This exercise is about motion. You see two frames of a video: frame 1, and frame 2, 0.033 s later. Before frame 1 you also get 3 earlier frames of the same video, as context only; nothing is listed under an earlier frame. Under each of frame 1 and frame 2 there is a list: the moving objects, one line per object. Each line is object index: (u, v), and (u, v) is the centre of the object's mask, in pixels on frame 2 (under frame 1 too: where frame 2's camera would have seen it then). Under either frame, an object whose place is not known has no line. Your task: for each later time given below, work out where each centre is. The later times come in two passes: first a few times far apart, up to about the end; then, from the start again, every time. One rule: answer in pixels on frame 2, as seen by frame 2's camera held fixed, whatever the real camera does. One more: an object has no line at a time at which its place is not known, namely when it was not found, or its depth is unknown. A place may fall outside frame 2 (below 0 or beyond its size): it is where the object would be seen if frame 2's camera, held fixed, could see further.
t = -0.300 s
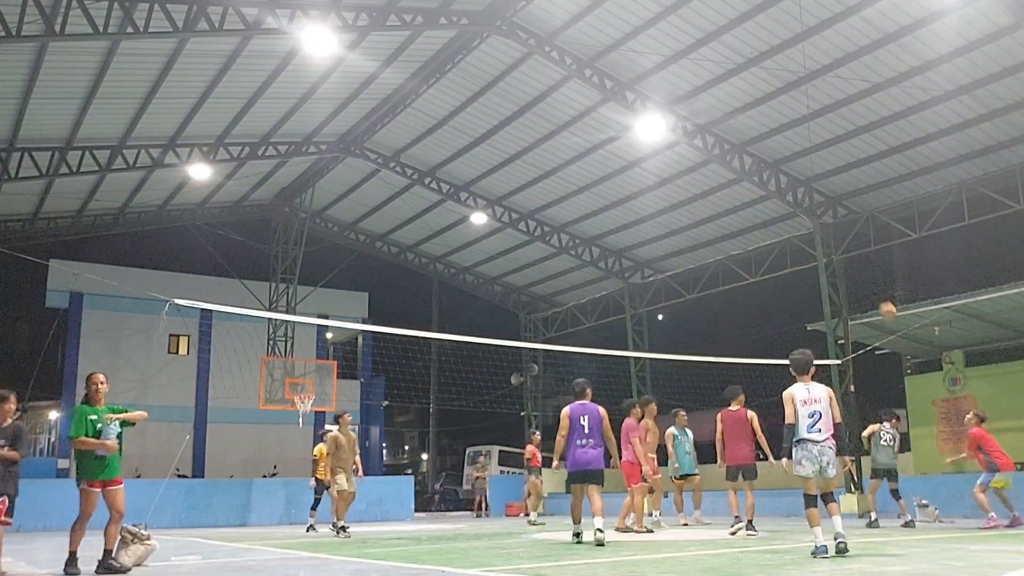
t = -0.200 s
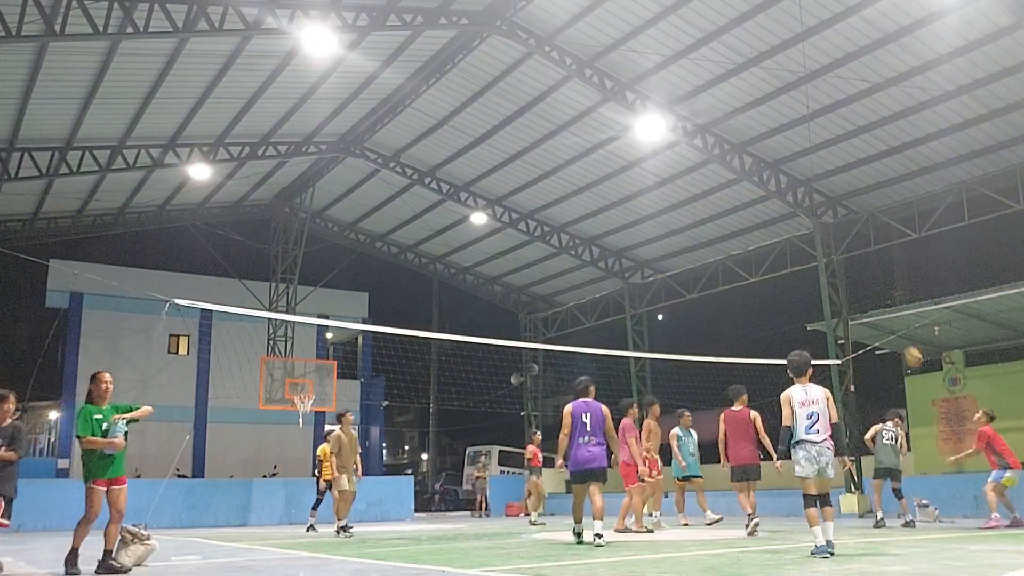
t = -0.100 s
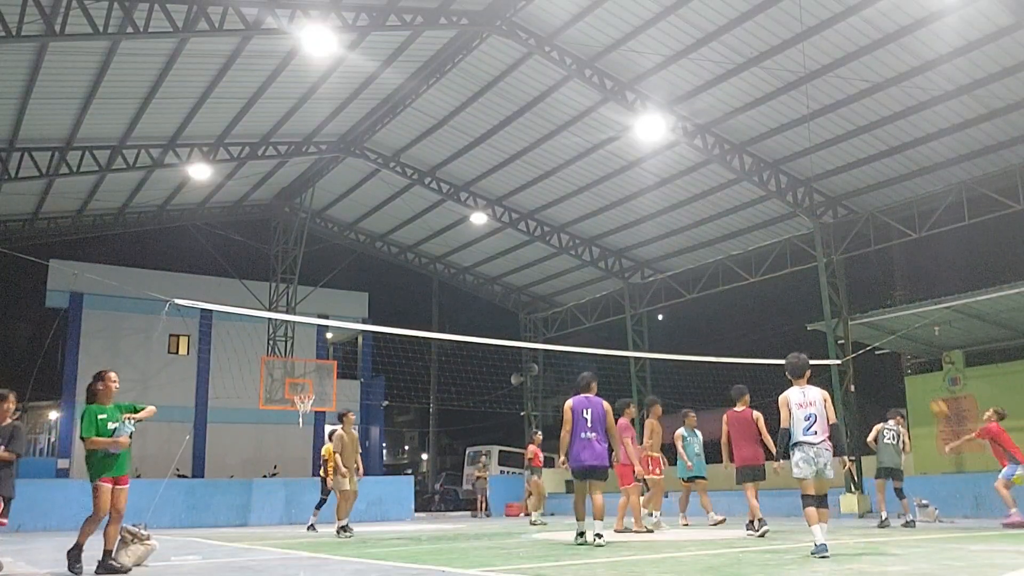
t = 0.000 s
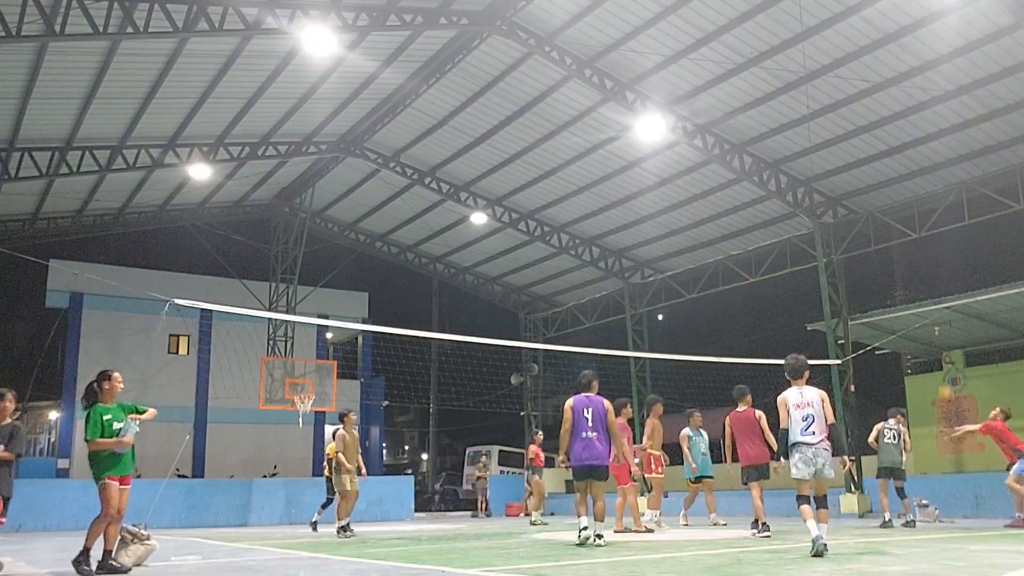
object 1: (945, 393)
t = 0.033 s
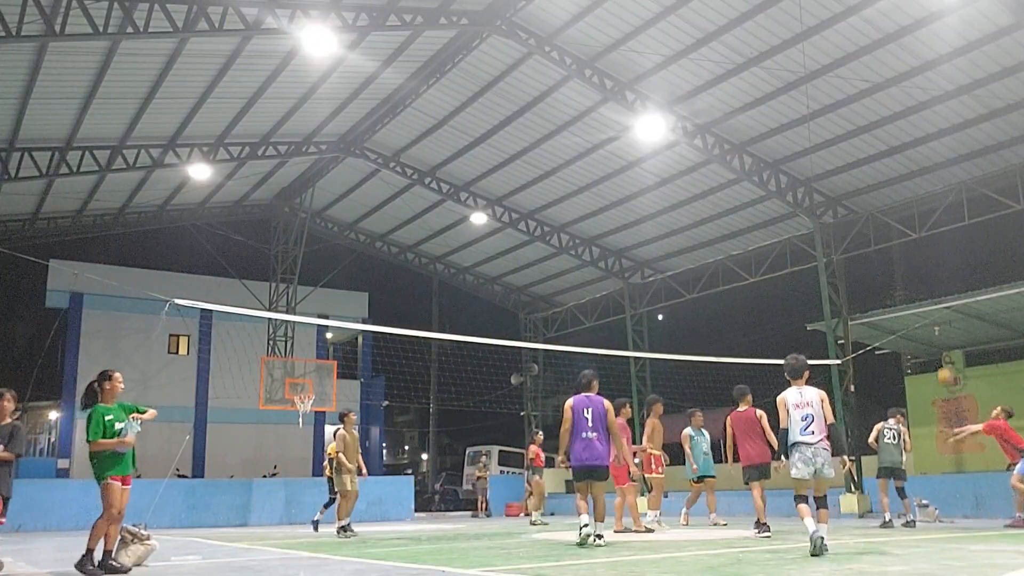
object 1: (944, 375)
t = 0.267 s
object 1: (941, 278)
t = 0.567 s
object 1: (943, 208)
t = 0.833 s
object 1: (952, 198)
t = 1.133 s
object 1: (971, 245)
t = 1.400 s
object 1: (998, 347)
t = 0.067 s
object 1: (943, 360)
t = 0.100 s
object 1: (943, 345)
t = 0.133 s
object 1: (942, 328)
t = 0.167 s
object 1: (941, 316)
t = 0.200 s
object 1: (941, 300)
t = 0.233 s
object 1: (940, 289)
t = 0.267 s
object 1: (941, 278)
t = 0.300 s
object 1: (940, 267)
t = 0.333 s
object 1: (940, 257)
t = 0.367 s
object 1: (941, 248)
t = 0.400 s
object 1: (941, 239)
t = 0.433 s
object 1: (941, 231)
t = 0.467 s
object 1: (941, 224)
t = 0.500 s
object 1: (942, 220)
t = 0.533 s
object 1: (943, 213)
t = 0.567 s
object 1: (943, 208)
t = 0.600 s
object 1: (944, 204)
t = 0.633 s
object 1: (945, 201)
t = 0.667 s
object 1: (946, 199)
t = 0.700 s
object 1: (947, 197)
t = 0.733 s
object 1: (948, 197)
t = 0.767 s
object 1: (948, 197)
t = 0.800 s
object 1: (951, 197)
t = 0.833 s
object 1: (952, 198)
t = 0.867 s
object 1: (954, 200)
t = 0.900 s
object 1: (956, 203)
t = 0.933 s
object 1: (957, 206)
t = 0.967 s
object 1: (959, 211)
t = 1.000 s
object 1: (961, 215)
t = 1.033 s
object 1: (964, 222)
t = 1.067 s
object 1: (966, 229)
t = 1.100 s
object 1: (969, 236)
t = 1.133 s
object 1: (971, 245)
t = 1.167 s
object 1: (974, 254)
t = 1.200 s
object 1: (977, 265)
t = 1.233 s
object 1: (980, 276)
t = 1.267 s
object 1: (983, 286)
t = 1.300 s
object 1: (987, 300)
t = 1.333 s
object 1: (990, 315)
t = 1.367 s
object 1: (994, 330)
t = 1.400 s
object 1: (998, 347)
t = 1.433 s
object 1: (1002, 361)
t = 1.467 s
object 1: (1007, 380)
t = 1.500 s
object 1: (1010, 399)
